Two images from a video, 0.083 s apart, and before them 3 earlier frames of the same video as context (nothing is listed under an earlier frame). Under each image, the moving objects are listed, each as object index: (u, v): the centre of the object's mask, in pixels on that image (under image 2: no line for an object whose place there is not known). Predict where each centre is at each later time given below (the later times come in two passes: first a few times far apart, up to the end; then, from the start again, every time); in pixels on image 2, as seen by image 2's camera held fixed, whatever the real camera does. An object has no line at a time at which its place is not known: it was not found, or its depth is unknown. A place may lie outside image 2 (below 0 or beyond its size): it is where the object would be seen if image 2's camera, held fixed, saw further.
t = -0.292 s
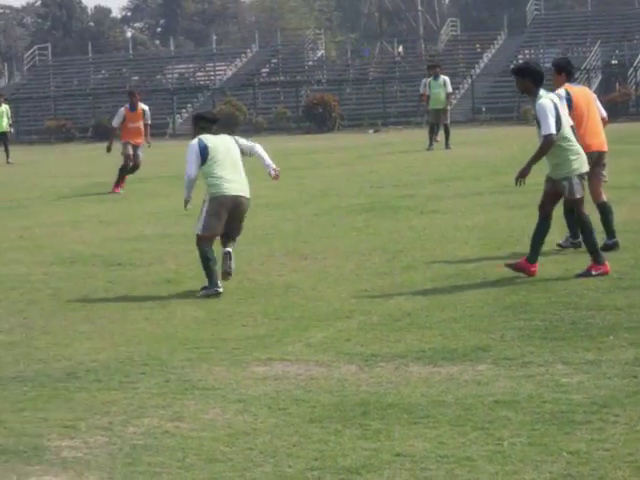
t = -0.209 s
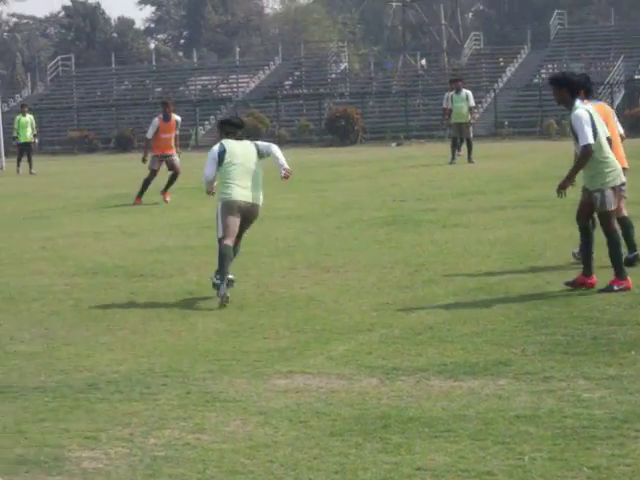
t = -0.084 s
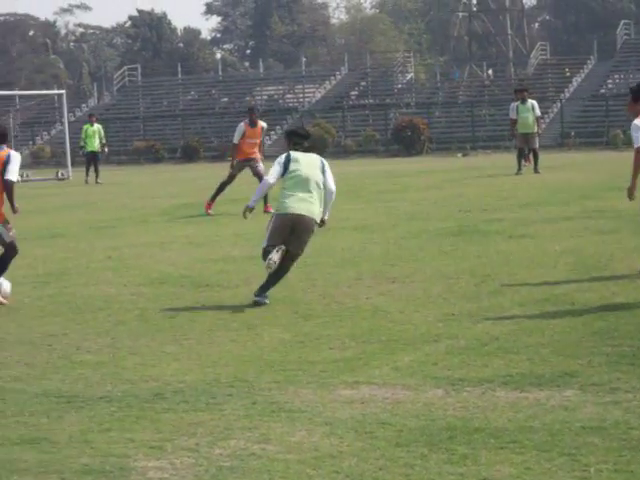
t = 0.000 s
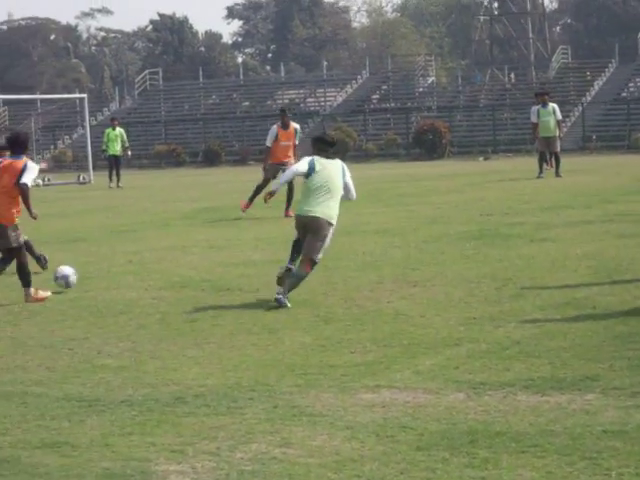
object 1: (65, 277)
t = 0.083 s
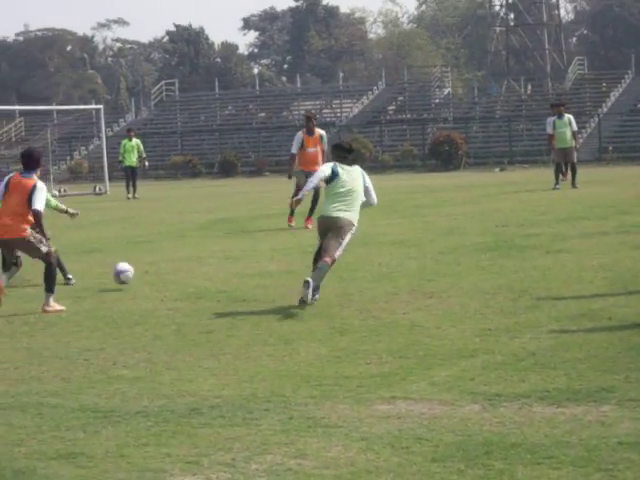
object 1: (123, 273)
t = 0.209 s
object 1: (173, 261)
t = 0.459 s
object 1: (239, 238)
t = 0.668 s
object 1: (274, 230)
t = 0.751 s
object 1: (284, 226)
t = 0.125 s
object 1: (142, 270)
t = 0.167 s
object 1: (159, 267)
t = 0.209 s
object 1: (173, 261)
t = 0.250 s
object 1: (187, 255)
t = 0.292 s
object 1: (199, 252)
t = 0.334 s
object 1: (211, 251)
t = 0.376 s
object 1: (221, 246)
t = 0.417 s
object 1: (230, 240)
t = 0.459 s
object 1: (239, 238)
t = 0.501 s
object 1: (248, 237)
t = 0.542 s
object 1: (255, 236)
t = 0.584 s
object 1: (262, 233)
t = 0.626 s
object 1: (268, 231)
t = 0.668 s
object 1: (274, 230)
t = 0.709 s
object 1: (279, 228)
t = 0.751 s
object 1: (284, 226)
